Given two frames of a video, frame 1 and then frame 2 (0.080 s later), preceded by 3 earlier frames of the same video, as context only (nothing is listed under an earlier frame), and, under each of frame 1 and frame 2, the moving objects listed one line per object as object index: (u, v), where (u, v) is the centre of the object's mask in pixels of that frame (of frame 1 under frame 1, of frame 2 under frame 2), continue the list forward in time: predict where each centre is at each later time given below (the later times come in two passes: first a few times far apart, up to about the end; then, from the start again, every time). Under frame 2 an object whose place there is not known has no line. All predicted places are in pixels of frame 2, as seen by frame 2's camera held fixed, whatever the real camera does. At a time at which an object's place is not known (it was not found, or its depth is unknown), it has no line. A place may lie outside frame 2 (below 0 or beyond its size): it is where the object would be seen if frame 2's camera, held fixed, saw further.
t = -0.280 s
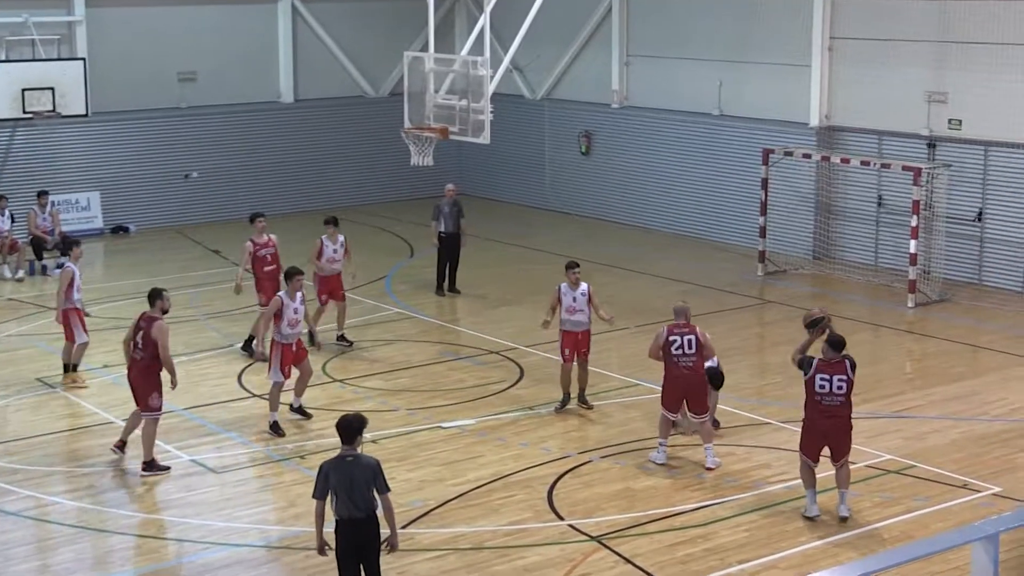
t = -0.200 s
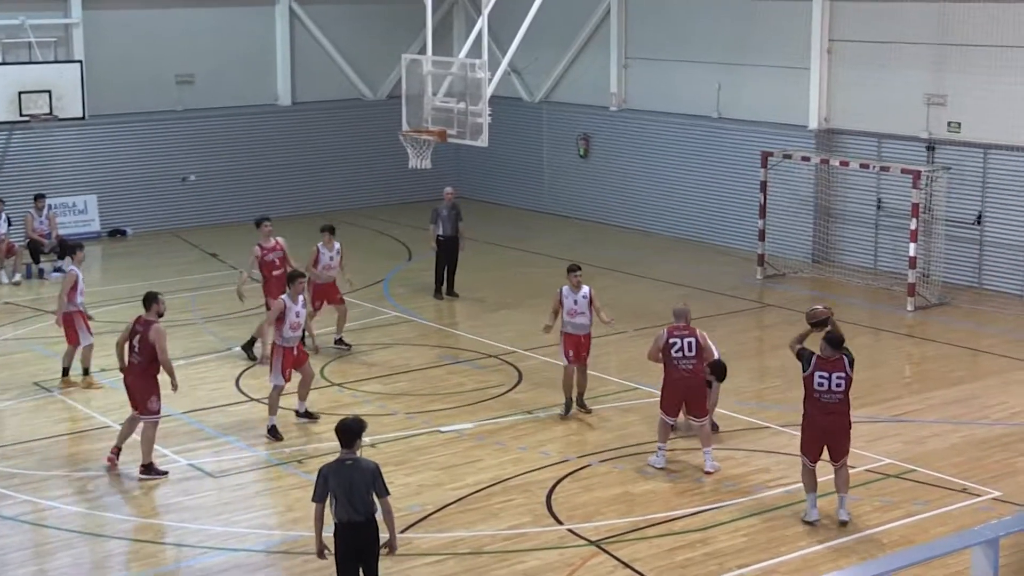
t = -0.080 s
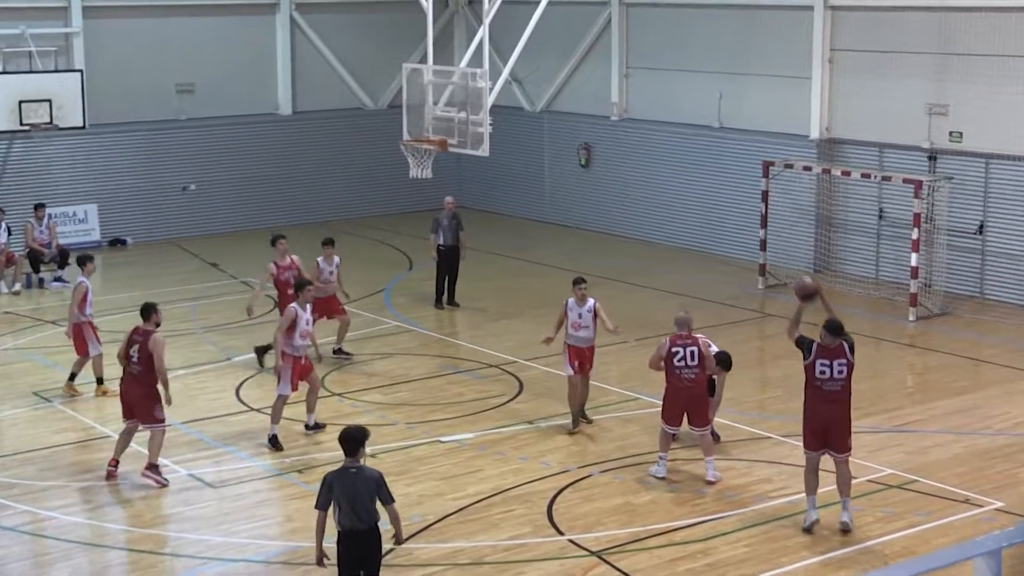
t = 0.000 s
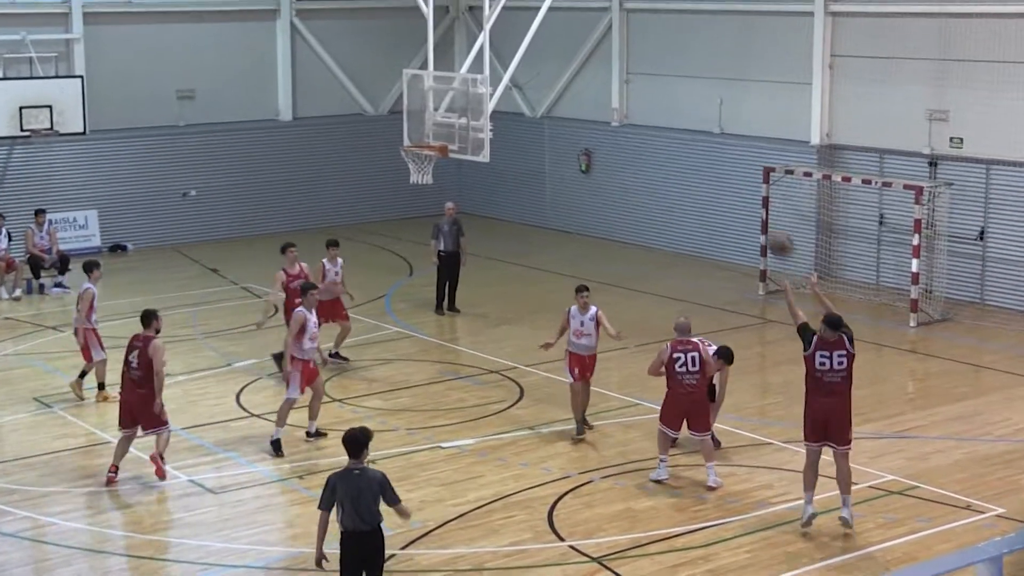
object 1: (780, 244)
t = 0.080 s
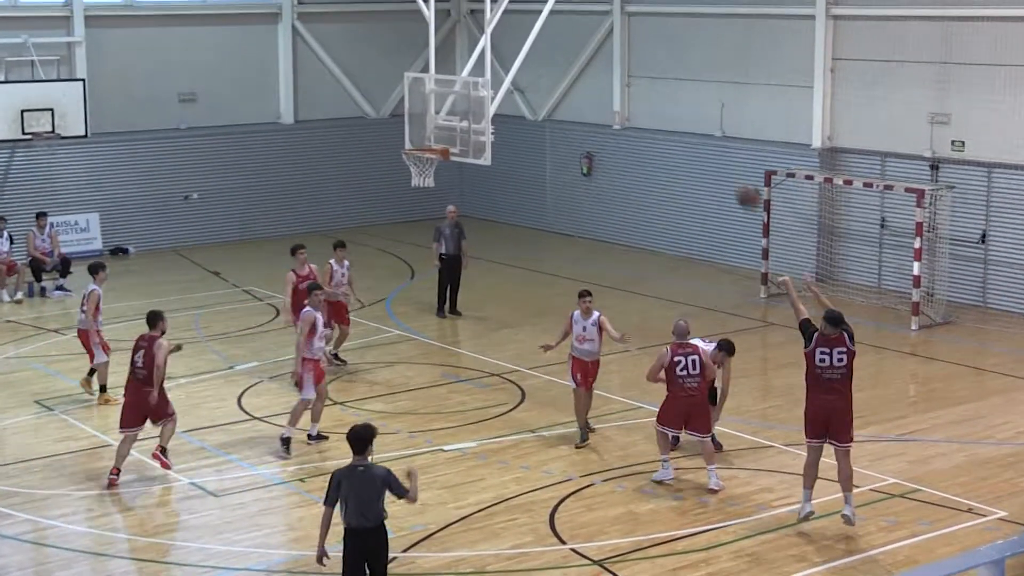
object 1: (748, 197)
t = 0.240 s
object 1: (687, 119)
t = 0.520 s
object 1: (589, 52)
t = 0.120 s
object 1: (733, 174)
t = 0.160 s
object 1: (716, 154)
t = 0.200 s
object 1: (701, 135)
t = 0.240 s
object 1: (687, 119)
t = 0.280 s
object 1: (672, 104)
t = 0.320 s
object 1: (657, 91)
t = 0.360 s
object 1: (643, 80)
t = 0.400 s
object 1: (629, 71)
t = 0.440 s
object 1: (615, 62)
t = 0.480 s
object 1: (603, 57)
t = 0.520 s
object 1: (589, 52)
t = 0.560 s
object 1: (576, 48)
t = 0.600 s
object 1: (564, 46)
